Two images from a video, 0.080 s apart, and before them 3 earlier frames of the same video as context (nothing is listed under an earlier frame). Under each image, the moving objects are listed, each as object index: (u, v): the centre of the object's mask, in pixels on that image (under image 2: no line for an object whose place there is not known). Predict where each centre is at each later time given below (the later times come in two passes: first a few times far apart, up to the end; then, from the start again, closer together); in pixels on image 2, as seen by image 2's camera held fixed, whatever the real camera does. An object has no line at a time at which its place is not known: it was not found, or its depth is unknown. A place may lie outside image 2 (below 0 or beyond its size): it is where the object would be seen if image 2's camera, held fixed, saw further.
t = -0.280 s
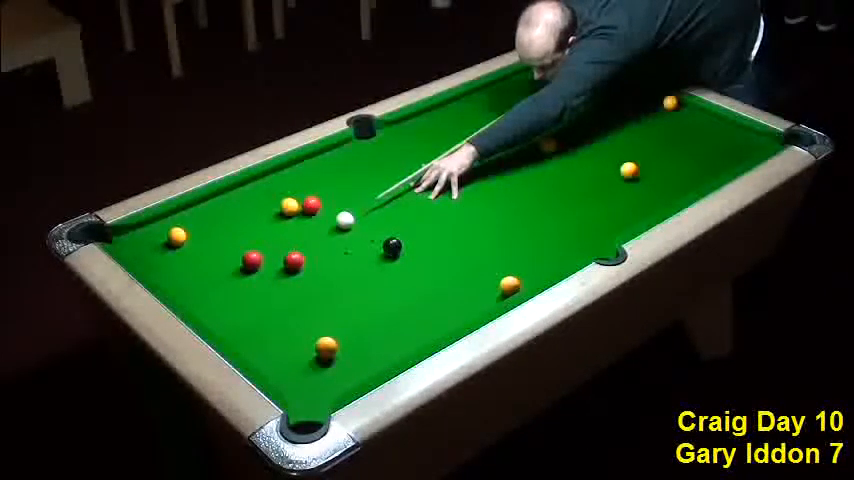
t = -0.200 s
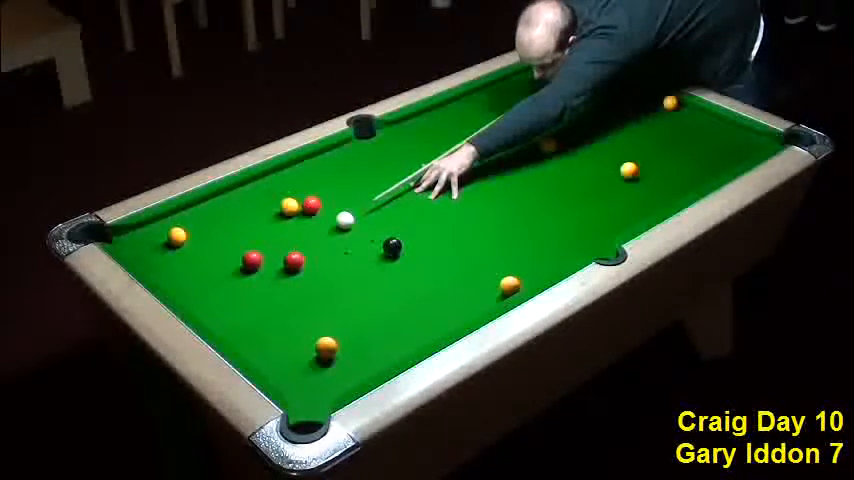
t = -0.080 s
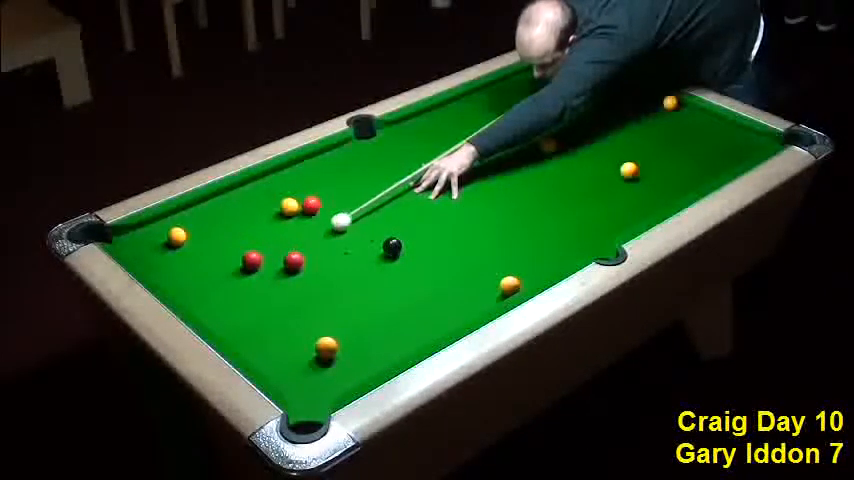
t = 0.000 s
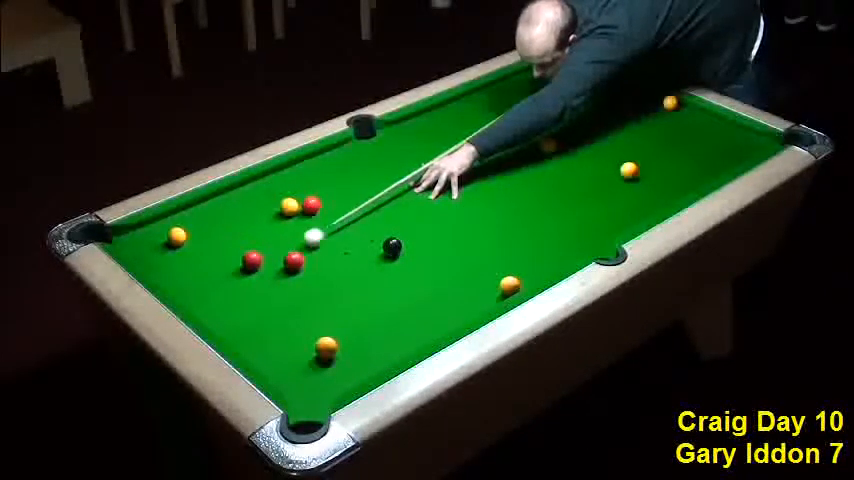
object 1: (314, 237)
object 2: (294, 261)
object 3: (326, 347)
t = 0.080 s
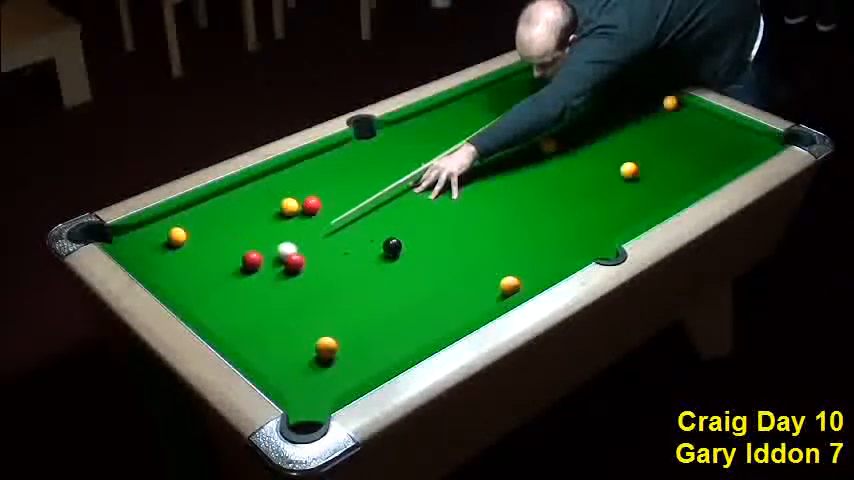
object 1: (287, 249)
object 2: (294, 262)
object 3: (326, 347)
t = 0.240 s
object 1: (267, 253)
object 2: (297, 275)
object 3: (326, 347)
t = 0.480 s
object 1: (257, 250)
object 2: (301, 294)
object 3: (326, 347)
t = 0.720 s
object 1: (249, 248)
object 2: (304, 314)
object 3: (326, 347)
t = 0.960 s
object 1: (242, 246)
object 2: (308, 330)
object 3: (326, 347)
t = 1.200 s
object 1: (245, 240)
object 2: (305, 344)
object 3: (331, 350)
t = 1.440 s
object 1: (254, 231)
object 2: (298, 354)
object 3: (339, 355)
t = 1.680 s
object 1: (261, 224)
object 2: (291, 365)
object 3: (344, 358)
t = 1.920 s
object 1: (267, 217)
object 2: (286, 372)
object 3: (348, 361)
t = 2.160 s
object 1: (272, 212)
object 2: (282, 376)
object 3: (351, 364)
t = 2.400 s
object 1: (271, 210)
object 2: (287, 376)
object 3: (352, 364)
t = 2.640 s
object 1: (271, 208)
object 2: (289, 376)
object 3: (353, 364)
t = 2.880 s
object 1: (271, 207)
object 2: (290, 376)
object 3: (352, 364)
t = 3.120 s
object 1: (271, 208)
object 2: (289, 377)
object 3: (352, 364)
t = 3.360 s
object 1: (271, 208)
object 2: (290, 376)
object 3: (352, 364)
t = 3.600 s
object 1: (270, 208)
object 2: (290, 376)
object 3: (352, 364)
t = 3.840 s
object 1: (270, 208)
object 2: (290, 376)
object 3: (352, 364)
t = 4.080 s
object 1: (270, 208)
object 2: (290, 376)
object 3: (352, 365)
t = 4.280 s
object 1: (270, 208)
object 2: (289, 376)
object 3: (352, 364)
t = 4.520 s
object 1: (270, 208)
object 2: (290, 376)
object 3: (352, 365)
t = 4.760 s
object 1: (270, 208)
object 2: (289, 375)
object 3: (352, 362)
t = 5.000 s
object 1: (270, 208)
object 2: (289, 375)
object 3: (352, 361)
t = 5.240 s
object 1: (270, 208)
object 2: (289, 375)
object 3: (352, 361)
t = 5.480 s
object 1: (270, 208)
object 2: (290, 376)
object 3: (352, 361)
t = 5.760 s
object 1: (271, 208)
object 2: (290, 376)
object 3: (352, 361)
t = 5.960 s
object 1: (270, 208)
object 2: (289, 375)
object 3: (352, 361)
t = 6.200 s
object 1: (270, 208)
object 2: (289, 376)
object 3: (352, 364)
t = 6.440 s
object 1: (270, 208)
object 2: (289, 376)
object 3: (352, 364)
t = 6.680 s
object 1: (270, 208)
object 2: (289, 375)
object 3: (352, 364)
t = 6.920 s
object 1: (270, 208)
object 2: (289, 375)
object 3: (352, 364)
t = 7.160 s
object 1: (270, 208)
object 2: (289, 375)
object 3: (352, 364)
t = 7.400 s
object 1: (270, 208)
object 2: (289, 376)
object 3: (352, 364)
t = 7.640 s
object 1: (270, 208)
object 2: (289, 376)
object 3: (352, 362)
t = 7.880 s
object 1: (270, 207)
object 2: (289, 375)
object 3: (352, 364)
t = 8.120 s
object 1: (270, 207)
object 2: (289, 375)
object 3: (352, 364)
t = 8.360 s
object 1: (271, 207)
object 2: (289, 375)
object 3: (352, 365)
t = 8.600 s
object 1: (270, 208)
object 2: (290, 376)
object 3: (352, 365)
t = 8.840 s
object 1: (270, 208)
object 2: (290, 376)
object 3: (352, 365)
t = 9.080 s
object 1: (270, 208)
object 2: (290, 376)
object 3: (352, 365)
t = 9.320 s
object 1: (270, 208)
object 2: (290, 376)
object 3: (352, 365)
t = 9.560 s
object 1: (271, 208)
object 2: (289, 376)
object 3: (352, 362)
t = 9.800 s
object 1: (270, 208)
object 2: (289, 376)
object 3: (352, 362)
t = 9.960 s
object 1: (270, 208)
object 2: (289, 376)
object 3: (352, 361)
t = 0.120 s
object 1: (272, 254)
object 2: (295, 266)
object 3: (326, 347)
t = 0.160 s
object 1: (270, 254)
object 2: (296, 268)
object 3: (326, 347)
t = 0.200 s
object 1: (269, 253)
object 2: (296, 272)
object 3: (326, 347)
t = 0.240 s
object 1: (267, 253)
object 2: (297, 275)
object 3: (326, 347)
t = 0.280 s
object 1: (265, 252)
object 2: (298, 278)
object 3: (326, 347)
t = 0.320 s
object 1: (264, 252)
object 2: (298, 281)
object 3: (326, 347)
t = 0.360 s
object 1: (262, 251)
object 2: (299, 285)
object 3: (326, 347)
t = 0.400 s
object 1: (260, 251)
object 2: (300, 288)
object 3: (326, 347)
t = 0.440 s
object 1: (259, 250)
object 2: (301, 291)
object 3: (326, 347)
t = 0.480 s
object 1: (257, 250)
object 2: (301, 294)
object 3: (326, 347)
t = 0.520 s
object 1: (256, 249)
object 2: (302, 297)
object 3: (326, 347)
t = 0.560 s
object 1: (254, 249)
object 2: (302, 301)
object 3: (326, 347)
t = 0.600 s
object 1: (253, 249)
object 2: (303, 304)
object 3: (326, 347)
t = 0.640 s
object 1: (252, 248)
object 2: (303, 307)
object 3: (326, 347)
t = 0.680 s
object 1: (250, 248)
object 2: (304, 310)
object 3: (326, 347)
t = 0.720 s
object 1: (249, 248)
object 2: (304, 314)
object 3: (326, 347)
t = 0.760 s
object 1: (248, 247)
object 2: (305, 316)
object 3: (326, 347)
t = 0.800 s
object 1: (247, 247)
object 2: (306, 319)
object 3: (326, 348)
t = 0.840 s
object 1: (246, 246)
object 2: (307, 322)
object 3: (326, 347)
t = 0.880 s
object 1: (245, 246)
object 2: (307, 325)
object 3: (326, 347)
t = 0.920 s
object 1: (243, 246)
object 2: (308, 328)
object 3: (326, 347)
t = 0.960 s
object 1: (242, 246)
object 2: (308, 330)
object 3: (326, 347)
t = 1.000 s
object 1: (242, 246)
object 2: (308, 334)
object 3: (326, 347)
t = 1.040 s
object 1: (241, 246)
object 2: (309, 336)
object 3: (326, 347)
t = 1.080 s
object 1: (241, 244)
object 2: (309, 338)
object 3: (326, 348)
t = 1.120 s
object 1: (243, 243)
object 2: (308, 340)
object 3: (328, 349)
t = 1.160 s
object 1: (244, 241)
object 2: (306, 342)
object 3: (330, 350)
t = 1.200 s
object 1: (245, 240)
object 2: (305, 344)
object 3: (331, 350)
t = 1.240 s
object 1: (247, 238)
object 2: (304, 345)
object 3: (332, 351)
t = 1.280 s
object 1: (248, 237)
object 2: (302, 347)
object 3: (334, 352)
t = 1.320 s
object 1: (249, 236)
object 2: (301, 348)
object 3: (335, 353)
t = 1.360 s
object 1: (251, 234)
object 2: (300, 351)
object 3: (337, 353)
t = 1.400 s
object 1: (252, 232)
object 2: (299, 353)
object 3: (338, 354)
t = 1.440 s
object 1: (254, 231)
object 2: (298, 354)
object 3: (339, 355)
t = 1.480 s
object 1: (255, 230)
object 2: (297, 356)
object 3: (340, 355)
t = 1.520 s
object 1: (256, 229)
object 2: (295, 359)
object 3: (341, 356)
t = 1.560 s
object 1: (257, 227)
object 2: (294, 360)
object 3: (342, 356)
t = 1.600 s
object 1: (258, 227)
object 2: (293, 361)
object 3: (343, 357)
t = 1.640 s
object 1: (260, 225)
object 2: (292, 364)
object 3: (344, 358)
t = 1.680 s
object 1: (261, 224)
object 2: (291, 365)
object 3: (344, 358)
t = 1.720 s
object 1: (262, 223)
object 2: (290, 366)
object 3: (345, 359)
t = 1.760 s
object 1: (263, 222)
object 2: (289, 367)
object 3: (346, 359)
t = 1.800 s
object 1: (264, 220)
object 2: (288, 369)
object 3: (346, 359)
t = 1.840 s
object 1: (265, 219)
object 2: (287, 370)
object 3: (348, 359)
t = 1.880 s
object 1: (266, 218)
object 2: (286, 372)
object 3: (348, 361)
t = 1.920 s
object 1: (267, 217)
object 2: (286, 372)
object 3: (348, 361)
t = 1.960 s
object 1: (268, 217)
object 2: (285, 372)
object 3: (349, 362)
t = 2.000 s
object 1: (268, 216)
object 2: (284, 374)
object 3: (349, 361)
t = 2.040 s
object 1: (269, 215)
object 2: (283, 374)
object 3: (350, 362)
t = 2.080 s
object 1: (270, 214)
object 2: (282, 376)
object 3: (350, 362)
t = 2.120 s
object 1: (271, 213)
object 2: (282, 376)
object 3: (351, 363)
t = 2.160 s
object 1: (272, 212)
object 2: (282, 376)
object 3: (351, 364)
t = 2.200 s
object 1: (272, 212)
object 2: (283, 376)
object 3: (351, 364)
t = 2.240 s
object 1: (272, 211)
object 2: (285, 376)
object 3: (352, 364)
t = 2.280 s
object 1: (272, 211)
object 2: (285, 376)
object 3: (352, 364)
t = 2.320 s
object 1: (272, 211)
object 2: (286, 376)
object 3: (352, 364)
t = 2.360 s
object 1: (272, 210)
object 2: (286, 376)
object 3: (352, 364)
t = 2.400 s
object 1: (271, 210)
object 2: (287, 376)
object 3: (352, 364)
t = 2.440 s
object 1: (271, 209)
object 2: (288, 376)
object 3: (352, 364)
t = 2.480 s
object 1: (271, 209)
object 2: (288, 376)
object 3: (352, 364)
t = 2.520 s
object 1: (271, 209)
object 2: (289, 376)
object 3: (352, 364)
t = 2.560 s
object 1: (271, 209)
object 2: (288, 376)
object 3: (352, 364)
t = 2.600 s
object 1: (271, 208)
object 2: (289, 376)
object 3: (352, 364)
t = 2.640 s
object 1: (271, 208)
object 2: (289, 376)
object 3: (353, 364)
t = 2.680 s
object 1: (271, 208)
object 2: (289, 376)
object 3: (352, 364)
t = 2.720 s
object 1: (271, 208)
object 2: (289, 377)
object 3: (352, 365)
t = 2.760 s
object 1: (271, 208)
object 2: (289, 377)
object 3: (352, 364)
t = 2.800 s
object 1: (271, 208)
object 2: (290, 376)
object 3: (352, 364)
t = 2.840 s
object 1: (271, 208)
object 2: (289, 377)
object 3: (352, 364)
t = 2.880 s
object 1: (271, 207)
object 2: (290, 376)
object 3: (352, 364)
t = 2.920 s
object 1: (271, 207)
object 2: (289, 377)
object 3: (352, 364)
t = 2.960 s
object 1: (270, 207)
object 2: (290, 376)
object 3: (352, 364)
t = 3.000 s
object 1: (271, 207)
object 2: (290, 376)
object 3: (352, 364)
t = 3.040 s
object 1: (271, 207)
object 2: (290, 376)
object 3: (352, 364)
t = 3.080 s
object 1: (271, 207)
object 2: (290, 376)
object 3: (352, 364)
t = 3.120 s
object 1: (271, 208)
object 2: (289, 377)
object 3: (352, 364)
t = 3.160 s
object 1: (271, 207)
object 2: (290, 376)
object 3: (352, 364)
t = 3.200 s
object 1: (271, 208)
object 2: (289, 376)
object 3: (353, 364)
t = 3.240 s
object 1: (271, 208)
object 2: (289, 377)
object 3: (352, 364)
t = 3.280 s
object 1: (271, 208)
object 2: (290, 376)
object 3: (352, 364)
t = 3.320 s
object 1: (271, 208)
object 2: (290, 376)
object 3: (352, 364)
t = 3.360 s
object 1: (271, 208)
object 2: (290, 376)
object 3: (352, 364)
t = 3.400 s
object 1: (270, 208)
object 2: (290, 376)
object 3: (352, 364)
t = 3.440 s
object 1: (270, 208)
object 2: (290, 376)
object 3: (352, 364)
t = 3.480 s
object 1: (270, 208)
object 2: (290, 376)
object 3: (352, 364)
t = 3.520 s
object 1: (270, 208)
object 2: (290, 376)
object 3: (352, 364)
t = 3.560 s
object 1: (270, 208)
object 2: (290, 376)
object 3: (352, 364)
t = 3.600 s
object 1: (270, 208)
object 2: (290, 376)
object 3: (352, 364)
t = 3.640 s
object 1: (270, 208)
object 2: (290, 376)
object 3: (352, 364)
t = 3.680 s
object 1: (270, 208)
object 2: (290, 376)
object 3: (352, 364)
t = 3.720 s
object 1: (270, 208)
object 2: (290, 376)
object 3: (352, 364)
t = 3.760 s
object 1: (271, 208)
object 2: (290, 376)
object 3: (352, 364)
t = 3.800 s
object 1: (270, 208)
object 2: (290, 376)
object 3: (352, 364)
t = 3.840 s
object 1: (270, 208)
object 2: (290, 376)
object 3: (352, 364)
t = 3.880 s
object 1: (271, 208)
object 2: (289, 377)
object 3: (352, 364)
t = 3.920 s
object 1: (270, 208)
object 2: (290, 376)
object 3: (352, 364)
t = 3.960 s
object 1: (270, 208)
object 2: (290, 376)
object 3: (352, 364)
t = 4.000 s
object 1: (270, 208)
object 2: (290, 376)
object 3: (352, 365)
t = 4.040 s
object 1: (270, 208)
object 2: (290, 376)
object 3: (352, 365)
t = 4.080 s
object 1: (270, 208)
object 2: (290, 376)
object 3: (352, 365)
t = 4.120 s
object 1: (270, 208)
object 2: (290, 376)
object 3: (352, 364)
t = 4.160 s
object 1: (270, 208)
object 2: (290, 376)
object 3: (352, 364)
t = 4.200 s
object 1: (270, 208)
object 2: (289, 376)
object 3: (352, 364)
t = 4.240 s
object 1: (270, 208)
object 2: (289, 376)
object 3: (352, 365)
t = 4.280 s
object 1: (270, 208)
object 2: (289, 376)
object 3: (352, 364)
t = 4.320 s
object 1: (270, 208)
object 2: (289, 376)
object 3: (352, 365)
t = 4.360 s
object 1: (270, 208)
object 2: (289, 376)
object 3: (352, 365)
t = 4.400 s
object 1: (270, 208)
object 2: (289, 376)
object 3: (352, 365)
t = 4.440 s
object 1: (270, 208)
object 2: (289, 376)
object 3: (352, 365)
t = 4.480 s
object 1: (270, 208)
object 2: (289, 376)
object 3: (352, 365)
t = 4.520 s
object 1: (270, 208)
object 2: (290, 376)
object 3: (352, 365)
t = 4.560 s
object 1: (270, 208)
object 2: (289, 376)
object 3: (352, 365)
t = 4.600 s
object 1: (270, 208)
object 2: (289, 376)
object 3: (352, 365)
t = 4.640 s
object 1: (270, 208)
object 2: (289, 376)
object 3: (352, 363)
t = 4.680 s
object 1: (270, 208)
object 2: (289, 375)
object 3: (352, 362)
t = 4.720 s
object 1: (270, 208)
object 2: (289, 376)
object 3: (352, 362)
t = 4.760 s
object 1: (270, 208)
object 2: (289, 375)
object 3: (352, 362)
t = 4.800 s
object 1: (270, 208)
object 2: (289, 375)
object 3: (352, 362)
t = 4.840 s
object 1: (270, 208)
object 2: (289, 375)
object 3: (352, 362)
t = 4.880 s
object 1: (270, 208)
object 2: (289, 375)
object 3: (352, 362)
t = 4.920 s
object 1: (270, 208)
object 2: (289, 375)
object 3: (352, 361)
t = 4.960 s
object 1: (270, 208)
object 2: (289, 375)
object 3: (352, 361)
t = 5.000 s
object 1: (270, 208)
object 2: (289, 375)
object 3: (352, 361)
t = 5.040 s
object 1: (270, 208)
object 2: (289, 375)
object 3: (352, 361)
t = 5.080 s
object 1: (270, 208)
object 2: (289, 375)
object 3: (352, 361)
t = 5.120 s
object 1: (271, 208)
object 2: (289, 376)
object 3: (352, 361)
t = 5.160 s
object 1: (270, 208)
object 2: (289, 375)
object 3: (352, 361)
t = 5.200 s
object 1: (270, 208)
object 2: (289, 375)
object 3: (352, 361)
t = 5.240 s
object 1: (270, 208)
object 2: (289, 375)
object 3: (352, 361)
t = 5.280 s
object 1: (270, 208)
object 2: (289, 375)
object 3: (352, 361)
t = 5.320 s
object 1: (270, 208)
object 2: (289, 375)
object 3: (352, 361)
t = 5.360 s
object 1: (270, 208)
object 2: (289, 375)
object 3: (352, 361)
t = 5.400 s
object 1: (270, 208)
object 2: (289, 375)
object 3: (352, 361)
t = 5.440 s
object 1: (271, 208)
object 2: (290, 376)
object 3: (352, 361)
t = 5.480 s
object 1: (270, 208)
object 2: (290, 376)
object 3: (352, 361)
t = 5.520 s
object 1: (271, 208)
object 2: (290, 376)
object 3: (352, 361)
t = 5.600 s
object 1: (270, 208)
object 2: (290, 375)
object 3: (352, 361)
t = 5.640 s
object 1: (270, 208)
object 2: (290, 376)
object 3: (352, 361)
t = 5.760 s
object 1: (271, 208)
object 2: (290, 376)
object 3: (352, 361)
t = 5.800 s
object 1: (270, 208)
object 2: (290, 376)
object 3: (352, 361)
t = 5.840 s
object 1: (270, 208)
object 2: (290, 376)
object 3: (352, 361)
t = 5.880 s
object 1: (270, 208)
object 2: (290, 376)
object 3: (352, 361)
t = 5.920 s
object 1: (271, 208)
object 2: (290, 376)
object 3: (352, 361)
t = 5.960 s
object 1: (270, 208)
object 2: (289, 375)
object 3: (352, 361)
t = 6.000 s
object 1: (270, 208)
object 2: (289, 376)
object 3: (352, 361)
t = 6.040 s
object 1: (270, 208)
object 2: (289, 376)
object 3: (352, 361)
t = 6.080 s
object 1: (270, 208)
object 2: (289, 376)
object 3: (352, 361)
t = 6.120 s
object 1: (270, 208)
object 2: (289, 376)
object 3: (352, 361)
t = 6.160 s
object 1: (270, 208)
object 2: (289, 376)
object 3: (352, 364)
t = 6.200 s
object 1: (270, 208)
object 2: (289, 376)
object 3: (352, 364)
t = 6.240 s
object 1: (270, 208)
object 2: (289, 376)
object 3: (352, 364)
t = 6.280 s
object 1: (270, 208)
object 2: (289, 376)
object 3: (352, 364)
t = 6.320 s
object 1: (270, 208)
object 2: (289, 376)
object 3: (352, 364)
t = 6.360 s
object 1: (270, 208)
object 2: (289, 376)
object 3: (352, 364)
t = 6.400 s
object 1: (270, 208)
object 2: (289, 376)
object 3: (352, 364)
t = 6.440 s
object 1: (270, 208)
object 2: (289, 376)
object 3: (352, 364)
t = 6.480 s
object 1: (270, 208)
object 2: (289, 376)
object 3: (352, 364)
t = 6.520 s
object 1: (270, 208)
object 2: (289, 376)
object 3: (352, 364)
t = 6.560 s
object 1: (271, 208)
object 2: (289, 376)
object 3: (352, 362)
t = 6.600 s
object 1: (270, 208)
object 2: (289, 375)
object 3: (352, 364)
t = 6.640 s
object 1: (270, 208)
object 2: (289, 375)
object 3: (352, 364)
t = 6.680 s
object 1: (270, 208)
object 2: (289, 375)
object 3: (352, 364)
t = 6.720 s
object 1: (270, 208)
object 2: (289, 375)
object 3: (352, 364)
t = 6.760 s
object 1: (270, 208)
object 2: (289, 375)
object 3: (352, 364)
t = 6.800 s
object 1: (270, 208)
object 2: (289, 375)
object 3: (352, 364)
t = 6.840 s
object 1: (270, 208)
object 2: (289, 375)
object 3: (352, 364)
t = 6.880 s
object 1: (270, 208)
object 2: (289, 375)
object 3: (352, 364)
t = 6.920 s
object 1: (270, 208)
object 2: (289, 375)
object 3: (352, 364)
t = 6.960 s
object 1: (270, 208)
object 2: (289, 375)
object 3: (352, 364)
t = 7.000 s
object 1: (270, 208)
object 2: (289, 375)
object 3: (352, 364)
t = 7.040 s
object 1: (270, 208)
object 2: (290, 376)
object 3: (352, 364)
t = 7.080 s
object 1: (270, 208)
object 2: (289, 375)
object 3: (352, 364)
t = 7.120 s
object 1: (270, 208)
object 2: (289, 375)
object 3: (352, 364)
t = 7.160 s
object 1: (270, 208)
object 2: (289, 375)
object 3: (352, 364)
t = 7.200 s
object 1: (270, 208)
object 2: (289, 375)
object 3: (352, 364)
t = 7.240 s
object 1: (270, 208)
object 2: (290, 376)
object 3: (352, 364)
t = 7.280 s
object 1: (270, 208)
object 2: (289, 376)
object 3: (352, 364)
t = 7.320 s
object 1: (270, 208)
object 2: (289, 376)
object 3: (352, 364)
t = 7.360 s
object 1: (270, 208)
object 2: (289, 376)
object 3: (352, 364)
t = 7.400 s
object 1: (270, 208)
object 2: (289, 376)
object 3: (352, 364)
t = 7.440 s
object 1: (270, 208)
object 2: (289, 376)
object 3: (352, 364)
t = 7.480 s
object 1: (270, 208)
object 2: (289, 376)
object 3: (352, 364)
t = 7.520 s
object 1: (270, 208)
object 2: (290, 376)
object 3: (352, 363)
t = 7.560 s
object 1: (270, 208)
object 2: (289, 376)
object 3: (352, 362)
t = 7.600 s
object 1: (271, 208)
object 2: (289, 376)
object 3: (352, 362)
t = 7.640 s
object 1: (270, 208)
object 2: (289, 376)
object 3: (352, 362)
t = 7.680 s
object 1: (271, 208)
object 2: (289, 376)
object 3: (352, 362)
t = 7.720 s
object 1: (270, 208)
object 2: (289, 376)
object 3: (352, 362)
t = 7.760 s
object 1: (271, 208)
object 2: (289, 376)
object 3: (352, 362)
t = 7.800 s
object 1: (270, 208)
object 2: (289, 376)
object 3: (352, 362)
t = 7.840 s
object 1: (270, 208)
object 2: (289, 376)
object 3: (352, 362)
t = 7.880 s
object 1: (270, 207)
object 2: (289, 375)
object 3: (352, 364)
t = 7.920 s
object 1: (270, 207)
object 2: (289, 375)
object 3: (352, 364)
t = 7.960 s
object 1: (270, 208)
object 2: (289, 375)
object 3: (352, 364)
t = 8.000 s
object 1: (270, 207)
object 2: (289, 375)
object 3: (352, 364)
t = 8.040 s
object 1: (270, 208)
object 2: (289, 375)
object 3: (352, 364)
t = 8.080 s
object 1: (270, 207)
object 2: (289, 375)
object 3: (352, 364)
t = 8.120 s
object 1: (270, 207)
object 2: (289, 375)
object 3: (352, 364)
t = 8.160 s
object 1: (270, 207)
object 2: (289, 375)
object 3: (352, 364)
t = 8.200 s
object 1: (271, 207)
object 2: (289, 375)
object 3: (352, 364)
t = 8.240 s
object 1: (270, 207)
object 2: (289, 375)
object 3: (352, 365)
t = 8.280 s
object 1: (270, 207)
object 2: (289, 375)
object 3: (352, 365)
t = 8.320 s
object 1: (271, 207)
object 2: (289, 375)
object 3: (352, 365)
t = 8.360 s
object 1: (271, 207)
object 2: (289, 375)
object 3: (352, 365)
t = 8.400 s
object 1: (271, 207)
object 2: (289, 375)
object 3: (352, 365)
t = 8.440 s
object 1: (271, 207)
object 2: (289, 375)
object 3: (352, 365)
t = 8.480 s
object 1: (271, 208)
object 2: (290, 375)
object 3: (352, 364)
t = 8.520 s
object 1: (270, 208)
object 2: (290, 376)
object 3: (352, 365)
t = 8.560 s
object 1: (270, 208)
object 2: (290, 376)
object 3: (352, 365)
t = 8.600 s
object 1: (270, 208)
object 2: (290, 376)
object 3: (352, 365)
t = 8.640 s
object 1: (270, 208)
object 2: (290, 376)
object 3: (352, 365)
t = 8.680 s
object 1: (270, 208)
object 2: (290, 376)
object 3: (352, 365)
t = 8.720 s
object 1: (270, 208)
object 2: (290, 376)
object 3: (352, 365)
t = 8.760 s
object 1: (270, 208)
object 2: (290, 376)
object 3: (352, 365)
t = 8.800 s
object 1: (270, 208)
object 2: (290, 376)
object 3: (352, 365)
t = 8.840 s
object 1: (270, 208)
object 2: (290, 376)
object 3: (352, 365)
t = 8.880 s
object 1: (270, 208)
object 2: (290, 376)
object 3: (352, 365)
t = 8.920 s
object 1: (270, 208)
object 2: (290, 376)
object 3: (352, 365)
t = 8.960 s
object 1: (271, 208)
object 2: (290, 376)
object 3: (352, 364)
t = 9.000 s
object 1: (270, 208)
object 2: (290, 376)
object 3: (352, 365)
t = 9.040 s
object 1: (270, 208)
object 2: (290, 376)
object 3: (352, 365)
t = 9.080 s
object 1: (270, 208)
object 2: (290, 376)
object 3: (352, 365)
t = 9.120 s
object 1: (270, 208)
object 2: (290, 376)
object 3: (352, 365)
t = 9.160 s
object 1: (271, 208)
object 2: (290, 376)
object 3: (352, 365)
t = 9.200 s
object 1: (271, 208)
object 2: (290, 376)
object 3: (352, 365)
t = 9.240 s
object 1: (271, 208)
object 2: (290, 376)
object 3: (352, 365)
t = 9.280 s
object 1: (271, 208)
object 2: (290, 376)
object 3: (352, 365)
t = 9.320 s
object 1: (270, 208)
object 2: (290, 376)
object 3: (352, 365)
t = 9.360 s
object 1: (271, 208)
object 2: (289, 376)
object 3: (352, 365)
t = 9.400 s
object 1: (271, 208)
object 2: (289, 376)
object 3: (352, 365)
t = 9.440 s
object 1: (271, 208)
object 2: (289, 376)
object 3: (352, 365)
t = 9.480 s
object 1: (270, 208)
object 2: (289, 376)
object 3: (352, 365)
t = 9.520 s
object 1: (270, 208)
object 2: (289, 376)
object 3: (352, 362)
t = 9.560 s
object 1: (271, 208)
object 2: (289, 376)
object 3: (352, 362)
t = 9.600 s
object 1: (270, 208)
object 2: (289, 376)
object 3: (352, 362)
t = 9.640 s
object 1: (270, 208)
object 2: (289, 376)
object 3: (352, 362)
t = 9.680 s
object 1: (271, 208)
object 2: (289, 376)
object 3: (352, 362)
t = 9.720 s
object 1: (270, 208)
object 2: (289, 376)
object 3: (351, 362)
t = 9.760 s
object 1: (270, 208)
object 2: (289, 376)
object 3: (351, 361)
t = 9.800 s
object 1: (270, 208)
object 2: (289, 376)
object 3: (352, 362)
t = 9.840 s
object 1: (271, 208)
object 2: (289, 376)
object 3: (352, 361)
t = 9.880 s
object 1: (270, 208)
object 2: (289, 376)
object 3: (352, 361)
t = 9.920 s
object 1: (271, 207)
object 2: (290, 376)
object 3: (352, 361)
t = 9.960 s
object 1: (270, 208)
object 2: (289, 376)
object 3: (352, 361)
